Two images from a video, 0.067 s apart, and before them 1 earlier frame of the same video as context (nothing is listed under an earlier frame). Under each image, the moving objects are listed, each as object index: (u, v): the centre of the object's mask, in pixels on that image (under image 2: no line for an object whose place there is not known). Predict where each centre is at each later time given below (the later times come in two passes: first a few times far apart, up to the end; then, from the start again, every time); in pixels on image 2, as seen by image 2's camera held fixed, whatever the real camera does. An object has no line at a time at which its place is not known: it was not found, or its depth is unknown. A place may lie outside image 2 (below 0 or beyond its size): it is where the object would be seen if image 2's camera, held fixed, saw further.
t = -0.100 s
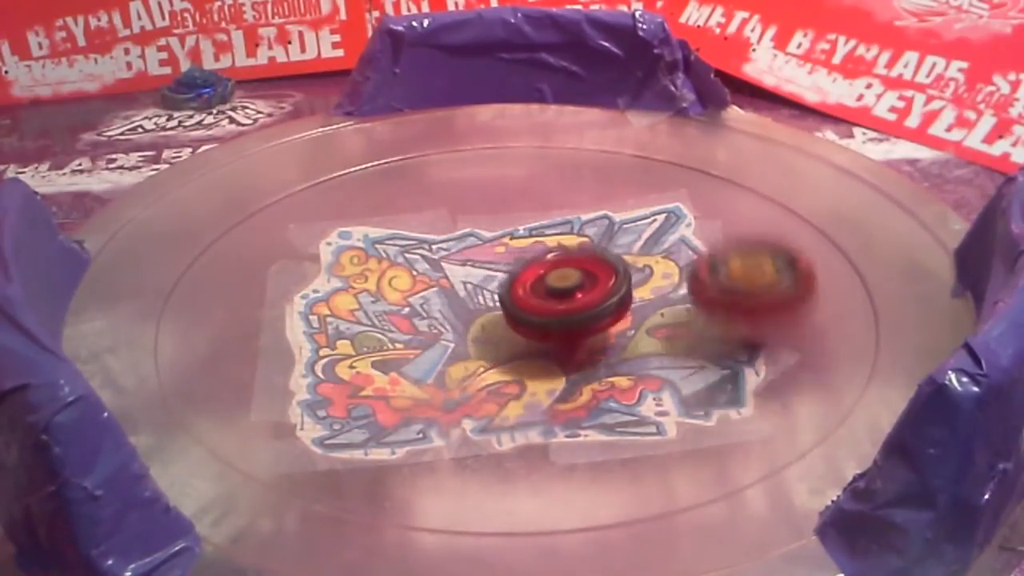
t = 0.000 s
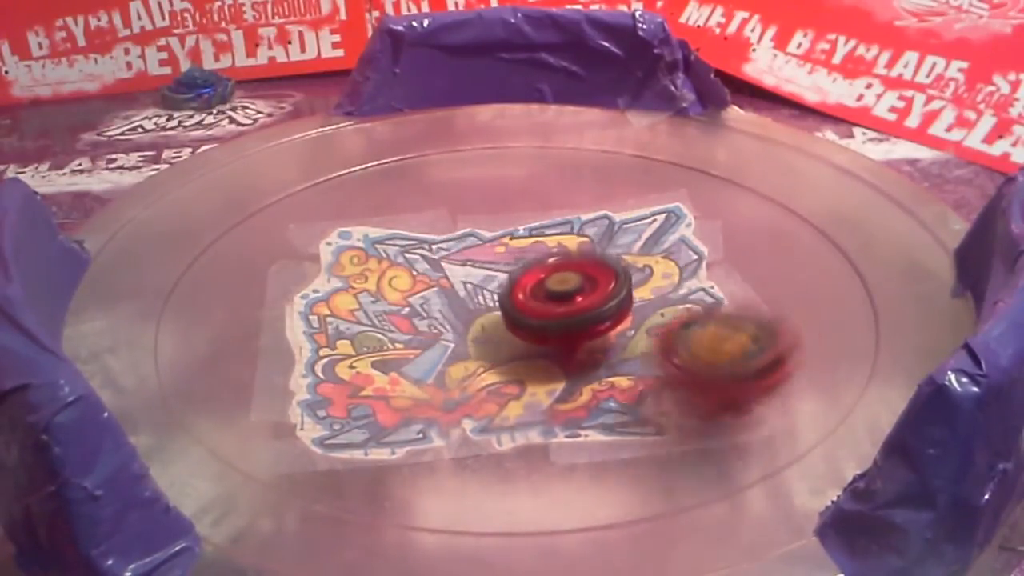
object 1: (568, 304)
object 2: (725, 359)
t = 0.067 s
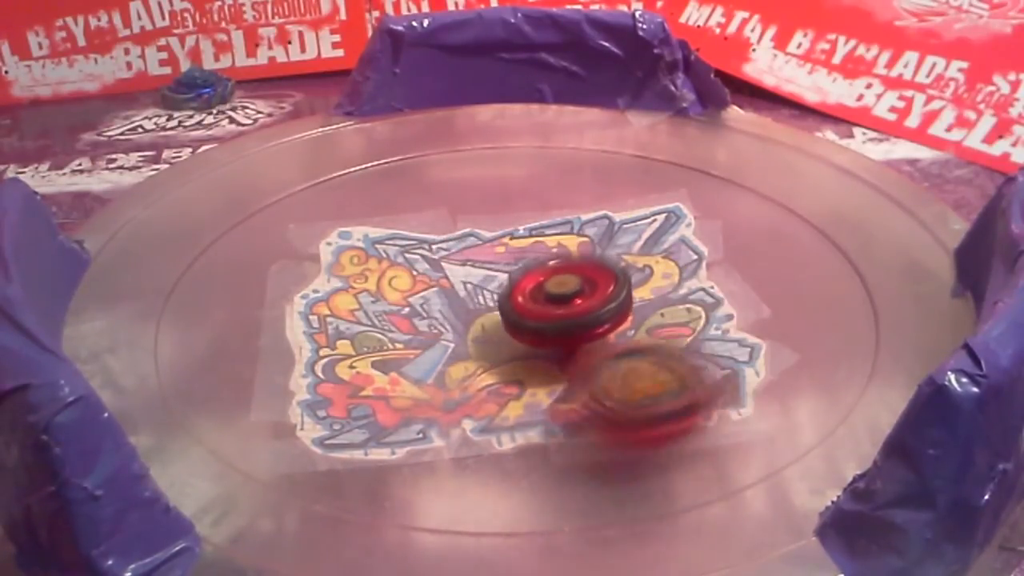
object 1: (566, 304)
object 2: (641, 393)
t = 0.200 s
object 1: (564, 314)
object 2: (440, 402)
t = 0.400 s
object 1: (550, 320)
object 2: (317, 289)
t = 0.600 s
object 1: (535, 330)
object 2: (458, 195)
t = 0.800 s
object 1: (517, 328)
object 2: (659, 215)
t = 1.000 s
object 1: (500, 327)
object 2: (686, 350)
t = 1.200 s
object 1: (487, 329)
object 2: (421, 397)
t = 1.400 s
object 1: (468, 327)
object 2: (290, 291)
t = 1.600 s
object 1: (457, 315)
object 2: (434, 213)
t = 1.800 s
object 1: (455, 304)
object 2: (639, 234)
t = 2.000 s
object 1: (458, 291)
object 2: (679, 360)
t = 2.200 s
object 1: (469, 283)
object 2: (427, 404)
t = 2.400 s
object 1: (487, 282)
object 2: (311, 305)
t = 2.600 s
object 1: (507, 285)
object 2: (457, 218)
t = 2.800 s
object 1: (534, 280)
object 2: (664, 229)
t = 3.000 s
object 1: (553, 289)
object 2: (709, 343)
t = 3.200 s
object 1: (566, 294)
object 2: (459, 391)
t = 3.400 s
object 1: (574, 302)
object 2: (332, 292)
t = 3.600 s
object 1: (574, 311)
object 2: (459, 203)
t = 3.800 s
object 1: (566, 316)
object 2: (643, 229)
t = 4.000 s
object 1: (470, 328)
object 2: (774, 323)
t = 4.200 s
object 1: (420, 333)
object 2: (707, 434)
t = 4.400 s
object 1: (412, 335)
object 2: (427, 416)
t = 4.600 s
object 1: (431, 298)
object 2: (310, 347)
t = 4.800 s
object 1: (526, 265)
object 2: (335, 243)
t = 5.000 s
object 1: (557, 268)
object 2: (506, 181)
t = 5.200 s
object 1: (580, 280)
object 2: (672, 196)
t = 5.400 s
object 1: (576, 268)
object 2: (711, 317)
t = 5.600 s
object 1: (586, 266)
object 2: (495, 395)
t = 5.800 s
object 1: (592, 269)
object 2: (290, 330)
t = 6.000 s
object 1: (587, 274)
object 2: (341, 229)
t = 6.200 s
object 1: (577, 297)
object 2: (526, 210)
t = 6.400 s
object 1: (493, 375)
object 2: (720, 195)
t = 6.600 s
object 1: (474, 385)
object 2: (842, 272)
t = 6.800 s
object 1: (470, 388)
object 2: (715, 389)
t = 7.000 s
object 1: (365, 363)
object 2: (558, 419)
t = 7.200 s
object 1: (342, 293)
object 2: (444, 404)
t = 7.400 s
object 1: (309, 220)
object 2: (461, 353)
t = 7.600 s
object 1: (285, 201)
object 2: (623, 316)
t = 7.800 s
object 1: (311, 213)
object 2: (700, 365)
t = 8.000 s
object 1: (380, 247)
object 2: (539, 341)
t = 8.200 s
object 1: (438, 258)
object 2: (574, 242)
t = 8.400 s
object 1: (487, 267)
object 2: (699, 230)
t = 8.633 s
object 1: (413, 245)
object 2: (726, 365)
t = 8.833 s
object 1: (384, 252)
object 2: (490, 422)
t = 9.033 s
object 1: (393, 283)
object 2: (289, 344)
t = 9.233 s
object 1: (439, 302)
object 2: (245, 227)
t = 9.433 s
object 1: (438, 315)
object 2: (385, 169)
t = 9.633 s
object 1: (436, 325)
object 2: (568, 216)
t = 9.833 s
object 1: (433, 333)
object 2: (680, 312)
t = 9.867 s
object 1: (433, 335)
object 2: (686, 327)
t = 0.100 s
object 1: (565, 303)
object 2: (592, 402)
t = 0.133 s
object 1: (566, 309)
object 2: (539, 411)
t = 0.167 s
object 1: (565, 312)
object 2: (493, 405)
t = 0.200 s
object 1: (564, 314)
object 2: (440, 402)
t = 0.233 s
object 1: (563, 315)
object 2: (392, 391)
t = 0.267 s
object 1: (561, 316)
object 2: (361, 377)
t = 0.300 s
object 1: (559, 317)
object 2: (334, 357)
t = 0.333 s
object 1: (556, 318)
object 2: (320, 335)
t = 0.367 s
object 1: (553, 320)
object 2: (311, 310)
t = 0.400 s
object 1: (550, 320)
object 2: (317, 289)
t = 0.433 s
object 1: (548, 322)
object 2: (328, 270)
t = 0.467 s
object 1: (546, 322)
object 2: (344, 249)
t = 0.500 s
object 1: (543, 324)
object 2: (368, 233)
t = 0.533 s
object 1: (541, 325)
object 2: (394, 218)
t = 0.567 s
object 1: (539, 328)
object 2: (426, 203)
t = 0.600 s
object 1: (535, 330)
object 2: (458, 195)
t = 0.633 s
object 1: (534, 331)
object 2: (496, 184)
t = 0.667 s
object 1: (529, 327)
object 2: (530, 181)
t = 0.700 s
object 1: (526, 328)
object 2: (567, 185)
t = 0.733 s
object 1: (523, 328)
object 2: (599, 194)
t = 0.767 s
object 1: (520, 329)
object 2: (631, 206)
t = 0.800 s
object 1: (517, 328)
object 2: (659, 215)
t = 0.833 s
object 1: (514, 328)
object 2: (686, 232)
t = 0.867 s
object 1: (511, 328)
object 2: (702, 253)
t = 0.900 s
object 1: (509, 328)
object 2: (713, 275)
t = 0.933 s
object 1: (507, 335)
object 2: (716, 298)
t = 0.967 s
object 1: (505, 335)
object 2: (707, 322)
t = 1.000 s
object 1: (500, 327)
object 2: (686, 350)
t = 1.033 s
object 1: (497, 327)
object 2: (656, 371)
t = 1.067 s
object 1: (496, 336)
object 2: (615, 386)
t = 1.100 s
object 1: (489, 323)
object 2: (569, 395)
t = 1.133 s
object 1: (487, 320)
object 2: (515, 400)
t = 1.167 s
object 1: (487, 321)
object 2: (470, 399)
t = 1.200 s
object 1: (487, 329)
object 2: (421, 397)
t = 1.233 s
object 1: (481, 331)
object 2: (384, 389)
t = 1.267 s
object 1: (476, 335)
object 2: (347, 373)
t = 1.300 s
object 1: (474, 333)
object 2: (315, 356)
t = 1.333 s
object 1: (472, 331)
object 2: (296, 331)
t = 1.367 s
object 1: (470, 328)
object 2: (287, 312)
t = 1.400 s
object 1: (468, 327)
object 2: (290, 291)
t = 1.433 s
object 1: (466, 324)
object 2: (302, 271)
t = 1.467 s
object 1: (463, 323)
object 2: (318, 254)
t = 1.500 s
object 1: (461, 321)
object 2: (342, 241)
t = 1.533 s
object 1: (459, 319)
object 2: (369, 229)
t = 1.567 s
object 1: (458, 316)
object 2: (402, 217)
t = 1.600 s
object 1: (457, 315)
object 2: (434, 213)
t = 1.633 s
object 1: (455, 312)
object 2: (470, 211)
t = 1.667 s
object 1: (455, 311)
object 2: (504, 213)
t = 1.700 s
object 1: (455, 309)
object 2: (538, 217)
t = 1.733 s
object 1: (455, 306)
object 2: (578, 218)
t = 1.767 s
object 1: (455, 304)
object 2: (610, 224)
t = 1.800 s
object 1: (455, 304)
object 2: (639, 234)
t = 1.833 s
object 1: (455, 302)
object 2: (664, 253)
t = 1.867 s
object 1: (456, 301)
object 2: (683, 273)
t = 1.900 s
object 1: (456, 300)
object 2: (694, 292)
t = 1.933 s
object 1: (457, 298)
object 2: (699, 316)
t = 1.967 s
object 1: (456, 292)
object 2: (695, 339)
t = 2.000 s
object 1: (458, 291)
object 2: (679, 360)
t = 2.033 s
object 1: (459, 289)
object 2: (653, 380)
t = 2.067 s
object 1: (461, 288)
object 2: (614, 395)
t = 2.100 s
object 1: (462, 287)
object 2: (574, 406)
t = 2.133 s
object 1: (464, 285)
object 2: (523, 410)
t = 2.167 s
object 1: (466, 284)
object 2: (472, 411)
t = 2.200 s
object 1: (469, 283)
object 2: (427, 404)
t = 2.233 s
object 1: (471, 282)
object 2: (383, 397)
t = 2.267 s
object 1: (475, 288)
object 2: (351, 387)
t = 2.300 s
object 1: (478, 285)
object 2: (324, 366)
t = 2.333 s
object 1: (481, 284)
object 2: (311, 347)
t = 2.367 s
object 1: (484, 283)
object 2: (307, 324)
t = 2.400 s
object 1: (487, 282)
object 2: (311, 305)
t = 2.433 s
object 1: (491, 282)
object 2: (326, 286)
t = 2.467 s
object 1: (494, 282)
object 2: (343, 270)
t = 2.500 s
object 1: (498, 282)
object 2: (369, 253)
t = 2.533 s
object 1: (500, 282)
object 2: (396, 245)
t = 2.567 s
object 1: (498, 288)
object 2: (426, 229)
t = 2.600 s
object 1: (507, 285)
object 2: (457, 218)
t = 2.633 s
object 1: (512, 284)
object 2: (495, 204)
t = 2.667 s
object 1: (517, 282)
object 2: (532, 202)
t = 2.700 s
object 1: (521, 280)
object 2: (572, 209)
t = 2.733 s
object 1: (524, 279)
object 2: (600, 216)
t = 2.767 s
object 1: (527, 280)
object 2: (634, 216)
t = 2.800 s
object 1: (534, 280)
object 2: (664, 229)
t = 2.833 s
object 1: (537, 281)
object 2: (691, 240)
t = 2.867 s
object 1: (541, 284)
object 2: (706, 253)
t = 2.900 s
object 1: (545, 286)
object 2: (721, 275)
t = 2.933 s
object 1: (548, 288)
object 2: (730, 298)
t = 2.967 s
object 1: (550, 288)
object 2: (724, 319)
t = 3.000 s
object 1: (553, 289)
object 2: (709, 343)
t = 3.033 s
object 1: (556, 290)
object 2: (677, 363)
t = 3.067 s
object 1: (558, 289)
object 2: (641, 380)
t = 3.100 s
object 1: (560, 283)
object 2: (598, 388)
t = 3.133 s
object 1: (563, 289)
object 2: (551, 394)
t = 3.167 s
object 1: (565, 292)
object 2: (500, 395)
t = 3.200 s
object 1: (566, 294)
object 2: (459, 391)
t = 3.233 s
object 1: (568, 296)
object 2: (418, 383)
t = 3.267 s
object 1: (570, 297)
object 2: (386, 370)
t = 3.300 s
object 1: (571, 299)
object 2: (356, 356)
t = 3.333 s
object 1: (572, 299)
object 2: (339, 332)
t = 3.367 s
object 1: (573, 301)
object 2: (331, 313)
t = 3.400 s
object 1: (574, 302)
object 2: (332, 292)
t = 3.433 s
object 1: (574, 304)
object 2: (340, 273)
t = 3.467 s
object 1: (574, 305)
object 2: (357, 250)
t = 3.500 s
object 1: (574, 307)
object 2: (374, 240)
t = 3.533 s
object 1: (574, 308)
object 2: (402, 221)
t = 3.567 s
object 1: (574, 309)
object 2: (429, 212)
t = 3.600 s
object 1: (574, 311)
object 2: (459, 203)
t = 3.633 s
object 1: (573, 313)
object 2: (492, 197)
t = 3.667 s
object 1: (573, 313)
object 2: (524, 197)
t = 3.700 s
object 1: (571, 314)
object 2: (559, 199)
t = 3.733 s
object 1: (570, 316)
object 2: (589, 208)
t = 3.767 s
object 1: (568, 317)
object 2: (619, 219)
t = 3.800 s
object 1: (566, 316)
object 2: (643, 229)
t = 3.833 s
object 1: (564, 317)
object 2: (664, 248)
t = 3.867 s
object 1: (561, 318)
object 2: (678, 264)
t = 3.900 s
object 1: (558, 320)
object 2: (683, 290)
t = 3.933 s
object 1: (542, 320)
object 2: (701, 305)
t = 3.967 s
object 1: (502, 319)
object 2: (746, 311)
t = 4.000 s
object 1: (470, 328)
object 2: (774, 323)
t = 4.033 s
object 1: (447, 332)
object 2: (786, 338)
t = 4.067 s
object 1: (433, 331)
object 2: (790, 358)
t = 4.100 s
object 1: (426, 332)
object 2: (787, 379)
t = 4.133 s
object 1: (424, 334)
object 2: (773, 400)
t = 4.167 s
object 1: (422, 336)
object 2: (745, 420)
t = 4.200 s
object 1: (420, 333)
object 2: (707, 434)
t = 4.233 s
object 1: (418, 334)
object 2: (661, 446)
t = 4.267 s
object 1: (417, 335)
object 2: (608, 449)
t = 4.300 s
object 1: (416, 337)
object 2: (558, 448)
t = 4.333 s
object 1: (406, 355)
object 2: (511, 438)
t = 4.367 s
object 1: (408, 345)
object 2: (469, 427)
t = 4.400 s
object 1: (412, 335)
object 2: (427, 416)
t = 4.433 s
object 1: (415, 327)
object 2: (398, 410)
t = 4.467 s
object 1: (421, 320)
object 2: (372, 405)
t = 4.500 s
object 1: (425, 313)
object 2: (346, 399)
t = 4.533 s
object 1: (428, 307)
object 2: (324, 385)
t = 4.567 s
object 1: (431, 302)
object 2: (311, 366)
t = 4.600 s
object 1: (431, 298)
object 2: (310, 347)
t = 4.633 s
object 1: (430, 297)
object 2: (314, 326)
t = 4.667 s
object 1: (437, 294)
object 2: (313, 302)
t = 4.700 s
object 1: (452, 289)
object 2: (311, 290)
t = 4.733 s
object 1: (478, 286)
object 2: (305, 273)
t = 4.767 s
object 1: (508, 269)
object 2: (315, 256)
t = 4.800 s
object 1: (526, 265)
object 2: (335, 243)
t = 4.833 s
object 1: (540, 268)
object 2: (359, 230)
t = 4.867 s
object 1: (547, 265)
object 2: (388, 214)
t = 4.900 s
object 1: (548, 264)
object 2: (420, 205)
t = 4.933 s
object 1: (548, 261)
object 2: (452, 201)
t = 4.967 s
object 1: (549, 260)
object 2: (484, 192)
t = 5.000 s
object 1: (557, 268)
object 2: (506, 181)
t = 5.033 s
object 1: (566, 274)
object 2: (530, 169)
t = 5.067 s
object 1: (570, 279)
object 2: (556, 167)
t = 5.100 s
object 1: (574, 280)
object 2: (588, 169)
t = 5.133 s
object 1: (576, 280)
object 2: (619, 176)
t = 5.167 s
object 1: (577, 281)
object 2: (646, 183)
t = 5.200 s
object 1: (580, 280)
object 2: (672, 196)
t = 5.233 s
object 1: (582, 277)
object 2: (692, 210)
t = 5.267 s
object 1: (585, 274)
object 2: (706, 230)
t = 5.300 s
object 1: (588, 271)
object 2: (714, 249)
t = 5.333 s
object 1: (584, 269)
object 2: (721, 271)
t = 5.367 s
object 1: (578, 268)
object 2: (722, 294)
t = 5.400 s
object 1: (576, 268)
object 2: (711, 317)
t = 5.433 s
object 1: (576, 267)
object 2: (695, 338)
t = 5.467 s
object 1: (578, 266)
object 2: (660, 359)
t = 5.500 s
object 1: (580, 264)
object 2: (624, 375)
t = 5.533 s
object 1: (583, 265)
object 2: (588, 385)
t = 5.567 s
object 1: (584, 266)
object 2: (542, 393)
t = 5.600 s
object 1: (586, 266)
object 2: (495, 395)
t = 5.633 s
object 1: (587, 266)
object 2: (450, 395)
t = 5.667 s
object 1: (589, 267)
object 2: (409, 387)
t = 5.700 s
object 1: (590, 267)
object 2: (369, 380)
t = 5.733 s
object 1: (591, 267)
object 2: (335, 367)
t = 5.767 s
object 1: (592, 268)
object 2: (308, 349)
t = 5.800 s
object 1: (592, 269)
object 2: (290, 330)
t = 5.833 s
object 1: (592, 270)
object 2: (278, 311)
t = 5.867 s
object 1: (591, 272)
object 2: (278, 292)
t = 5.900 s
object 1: (591, 273)
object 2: (283, 275)
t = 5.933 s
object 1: (590, 275)
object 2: (295, 258)
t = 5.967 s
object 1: (589, 277)
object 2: (315, 243)
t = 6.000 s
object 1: (587, 274)
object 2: (341, 229)
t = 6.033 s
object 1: (587, 283)
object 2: (369, 213)
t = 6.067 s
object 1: (582, 291)
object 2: (396, 209)
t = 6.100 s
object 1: (581, 292)
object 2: (427, 205)
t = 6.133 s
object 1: (579, 294)
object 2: (459, 204)
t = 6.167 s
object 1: (577, 296)
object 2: (494, 203)
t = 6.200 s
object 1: (577, 297)
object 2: (526, 210)
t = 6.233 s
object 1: (575, 299)
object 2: (559, 214)
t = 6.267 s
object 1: (573, 301)
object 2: (585, 220)
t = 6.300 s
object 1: (562, 311)
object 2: (625, 222)
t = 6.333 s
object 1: (528, 348)
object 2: (660, 211)
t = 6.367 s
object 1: (506, 366)
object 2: (694, 196)
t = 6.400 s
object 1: (493, 375)
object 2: (720, 195)
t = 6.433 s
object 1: (484, 375)
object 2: (745, 201)
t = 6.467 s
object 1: (477, 379)
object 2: (773, 211)
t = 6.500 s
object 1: (475, 380)
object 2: (797, 223)
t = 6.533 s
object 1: (474, 382)
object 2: (816, 236)
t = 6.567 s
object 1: (474, 384)
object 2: (834, 254)
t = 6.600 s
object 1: (474, 385)
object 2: (842, 272)
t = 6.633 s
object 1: (474, 386)
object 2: (844, 294)
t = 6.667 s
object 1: (473, 387)
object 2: (835, 314)
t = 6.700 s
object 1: (473, 389)
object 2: (819, 336)
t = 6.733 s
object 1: (472, 389)
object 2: (791, 356)
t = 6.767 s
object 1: (471, 389)
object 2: (757, 373)
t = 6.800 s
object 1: (470, 388)
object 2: (715, 389)
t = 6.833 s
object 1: (469, 387)
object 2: (669, 399)
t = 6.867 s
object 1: (463, 386)
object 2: (620, 410)
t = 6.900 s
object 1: (431, 382)
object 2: (622, 414)
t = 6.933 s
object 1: (402, 376)
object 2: (617, 417)
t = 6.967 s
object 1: (374, 373)
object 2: (596, 419)
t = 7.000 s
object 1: (365, 363)
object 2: (558, 419)
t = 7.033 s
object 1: (361, 355)
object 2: (516, 415)
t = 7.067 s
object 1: (359, 350)
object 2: (477, 407)
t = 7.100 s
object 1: (356, 343)
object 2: (448, 397)
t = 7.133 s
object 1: (351, 329)
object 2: (439, 395)
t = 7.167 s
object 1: (337, 318)
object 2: (441, 402)
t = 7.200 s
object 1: (342, 293)
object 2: (444, 404)
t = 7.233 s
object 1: (335, 281)
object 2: (442, 401)
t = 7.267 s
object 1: (330, 266)
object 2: (438, 396)
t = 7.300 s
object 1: (325, 248)
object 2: (436, 387)
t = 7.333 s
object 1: (320, 239)
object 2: (441, 377)
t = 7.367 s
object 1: (314, 229)
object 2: (450, 365)
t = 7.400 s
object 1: (309, 220)
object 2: (461, 353)
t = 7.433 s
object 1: (303, 210)
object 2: (478, 343)
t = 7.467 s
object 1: (298, 206)
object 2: (503, 333)
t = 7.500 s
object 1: (293, 203)
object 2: (530, 324)
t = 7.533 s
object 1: (289, 202)
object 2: (565, 320)
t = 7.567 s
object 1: (286, 201)
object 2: (594, 319)
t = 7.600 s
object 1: (285, 201)
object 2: (623, 316)
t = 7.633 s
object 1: (286, 202)
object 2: (655, 318)
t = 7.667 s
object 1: (288, 203)
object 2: (679, 319)
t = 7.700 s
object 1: (291, 204)
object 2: (700, 326)
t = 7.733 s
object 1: (296, 207)
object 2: (715, 336)
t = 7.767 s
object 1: (303, 209)
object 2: (716, 350)
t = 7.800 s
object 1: (311, 213)
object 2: (700, 365)
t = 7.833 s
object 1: (320, 217)
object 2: (671, 374)
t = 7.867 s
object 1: (332, 224)
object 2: (635, 373)
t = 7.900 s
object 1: (343, 231)
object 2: (601, 373)
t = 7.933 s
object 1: (355, 235)
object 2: (573, 364)
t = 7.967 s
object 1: (368, 241)
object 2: (553, 352)
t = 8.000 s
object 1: (380, 247)
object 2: (539, 341)
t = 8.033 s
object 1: (392, 251)
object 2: (533, 321)
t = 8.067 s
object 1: (403, 252)
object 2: (532, 303)
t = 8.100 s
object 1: (413, 254)
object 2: (537, 286)
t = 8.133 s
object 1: (422, 255)
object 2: (546, 270)
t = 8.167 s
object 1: (430, 256)
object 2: (559, 256)
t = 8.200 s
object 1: (438, 258)
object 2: (574, 242)
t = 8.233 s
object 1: (447, 259)
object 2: (594, 227)
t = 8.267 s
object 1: (454, 260)
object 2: (616, 222)
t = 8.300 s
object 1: (462, 262)
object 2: (641, 217)
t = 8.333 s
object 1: (470, 264)
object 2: (666, 214)
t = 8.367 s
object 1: (478, 264)
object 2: (686, 218)
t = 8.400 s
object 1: (487, 267)
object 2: (699, 230)
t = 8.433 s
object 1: (496, 269)
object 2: (701, 249)
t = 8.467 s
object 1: (508, 271)
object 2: (690, 264)
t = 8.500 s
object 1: (519, 274)
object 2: (664, 294)
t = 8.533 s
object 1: (516, 271)
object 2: (656, 306)
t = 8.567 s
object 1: (479, 258)
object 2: (692, 325)
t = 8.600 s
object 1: (445, 247)
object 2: (717, 350)
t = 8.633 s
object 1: (413, 245)
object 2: (726, 365)
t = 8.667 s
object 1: (393, 240)
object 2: (720, 383)
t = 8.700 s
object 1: (384, 236)
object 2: (686, 398)
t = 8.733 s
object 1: (381, 238)
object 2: (638, 409)
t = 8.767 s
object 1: (382, 241)
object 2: (596, 417)
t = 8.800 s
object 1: (383, 245)
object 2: (541, 422)
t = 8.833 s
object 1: (384, 252)
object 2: (490, 422)
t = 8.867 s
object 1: (383, 259)
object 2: (441, 416)
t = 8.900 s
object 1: (384, 263)
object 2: (402, 406)
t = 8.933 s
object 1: (386, 268)
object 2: (365, 396)
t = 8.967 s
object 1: (389, 272)
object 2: (332, 381)
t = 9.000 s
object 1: (391, 277)
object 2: (308, 362)
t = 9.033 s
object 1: (393, 283)
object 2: (289, 344)
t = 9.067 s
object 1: (394, 291)
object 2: (276, 323)
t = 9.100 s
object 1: (405, 296)
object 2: (250, 302)
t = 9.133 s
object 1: (418, 296)
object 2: (239, 284)
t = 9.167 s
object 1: (430, 301)
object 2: (237, 263)
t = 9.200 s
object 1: (436, 302)
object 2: (238, 245)
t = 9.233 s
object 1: (439, 302)
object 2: (245, 227)
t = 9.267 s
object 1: (439, 304)
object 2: (258, 210)
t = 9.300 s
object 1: (439, 307)
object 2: (275, 196)
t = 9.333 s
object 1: (438, 310)
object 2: (299, 183)
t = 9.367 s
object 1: (438, 310)
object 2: (324, 175)
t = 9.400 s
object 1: (439, 313)
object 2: (353, 172)
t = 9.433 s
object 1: (438, 315)
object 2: (385, 169)
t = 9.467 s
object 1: (439, 316)
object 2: (416, 169)
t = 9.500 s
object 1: (438, 318)
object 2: (448, 174)
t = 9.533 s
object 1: (438, 320)
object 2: (482, 180)
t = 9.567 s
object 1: (437, 321)
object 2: (512, 188)
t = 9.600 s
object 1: (437, 324)
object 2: (539, 199)
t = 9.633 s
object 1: (436, 325)
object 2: (568, 216)
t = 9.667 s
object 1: (436, 327)
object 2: (592, 223)
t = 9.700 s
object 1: (436, 328)
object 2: (617, 241)
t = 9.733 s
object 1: (435, 330)
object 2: (637, 255)
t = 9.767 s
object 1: (435, 331)
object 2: (656, 273)
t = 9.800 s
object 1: (434, 332)
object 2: (671, 292)
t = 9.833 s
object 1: (433, 333)
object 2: (680, 312)
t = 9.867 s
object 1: (433, 335)
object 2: (686, 327)
